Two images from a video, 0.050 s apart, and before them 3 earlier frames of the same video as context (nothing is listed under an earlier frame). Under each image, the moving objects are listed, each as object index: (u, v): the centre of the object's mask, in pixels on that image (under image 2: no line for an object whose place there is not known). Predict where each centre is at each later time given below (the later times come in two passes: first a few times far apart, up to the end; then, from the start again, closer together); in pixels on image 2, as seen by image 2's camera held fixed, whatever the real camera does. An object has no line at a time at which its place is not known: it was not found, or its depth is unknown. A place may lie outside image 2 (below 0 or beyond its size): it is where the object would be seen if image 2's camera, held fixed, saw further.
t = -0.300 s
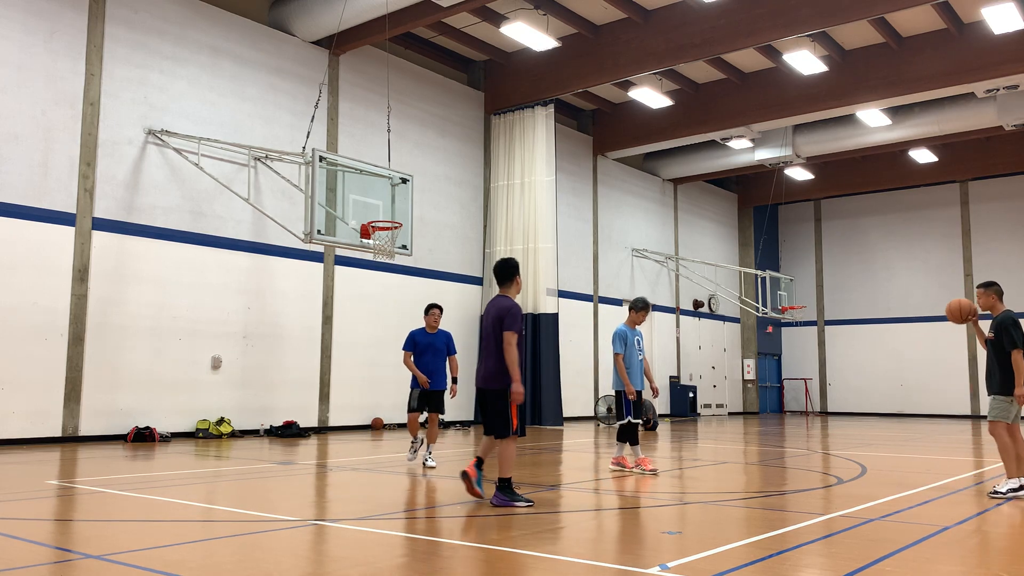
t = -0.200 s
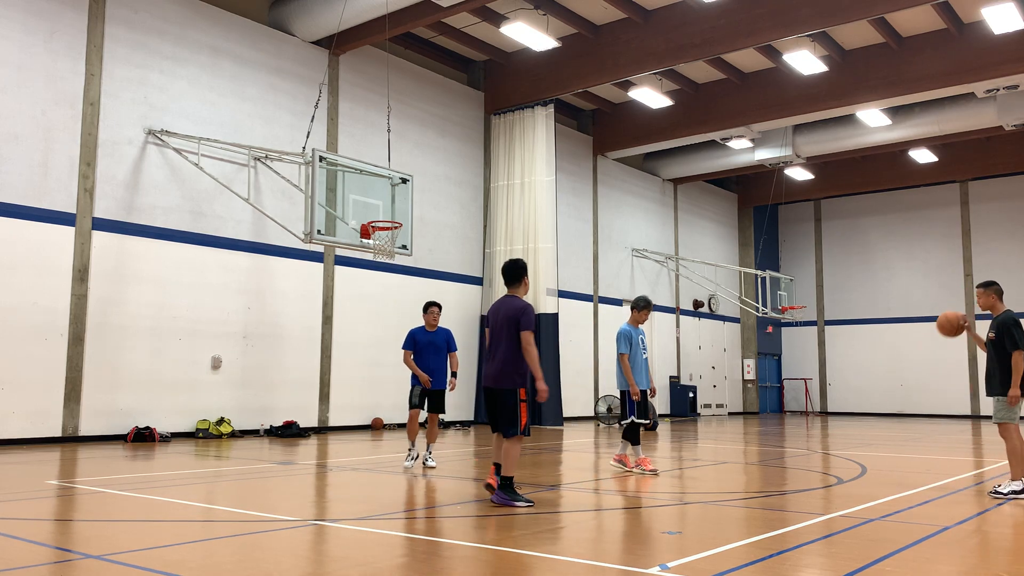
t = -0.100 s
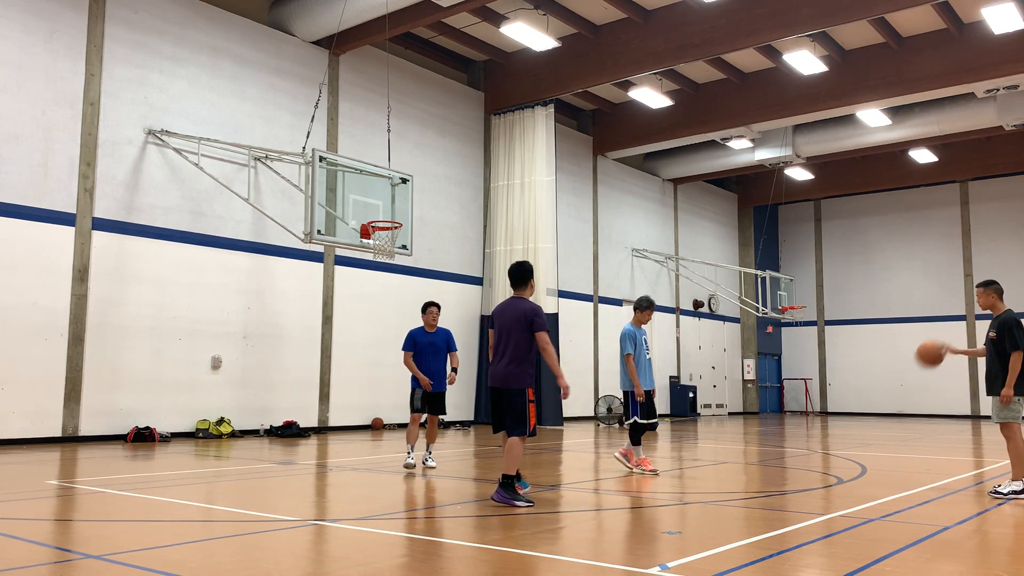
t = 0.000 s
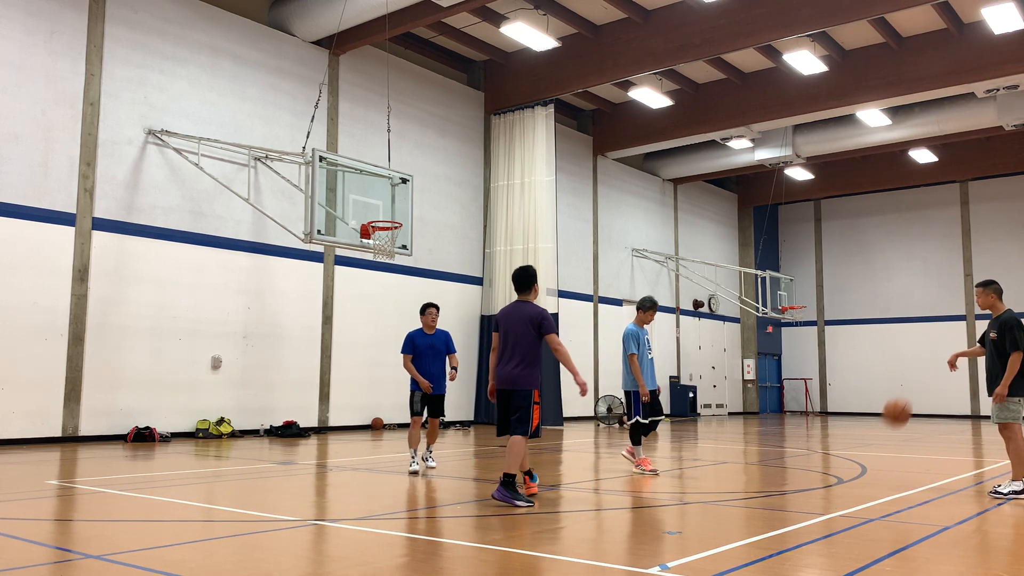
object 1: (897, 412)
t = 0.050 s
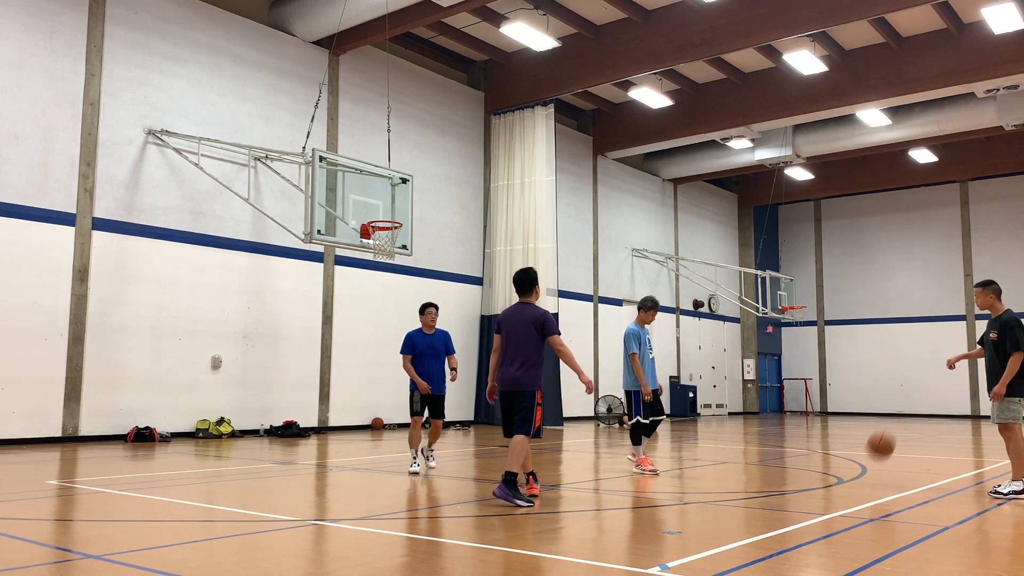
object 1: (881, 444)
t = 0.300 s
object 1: (832, 382)
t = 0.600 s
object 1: (786, 334)
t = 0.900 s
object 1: (746, 376)
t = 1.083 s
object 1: (724, 442)
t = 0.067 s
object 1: (876, 456)
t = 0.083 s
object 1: (871, 467)
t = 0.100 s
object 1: (866, 468)
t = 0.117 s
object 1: (864, 460)
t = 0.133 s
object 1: (860, 452)
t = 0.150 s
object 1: (857, 443)
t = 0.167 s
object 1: (855, 436)
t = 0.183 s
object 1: (851, 427)
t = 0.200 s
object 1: (849, 420)
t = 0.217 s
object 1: (846, 413)
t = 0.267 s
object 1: (837, 393)
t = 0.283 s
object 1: (835, 388)
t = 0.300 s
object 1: (832, 382)
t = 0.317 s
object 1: (829, 377)
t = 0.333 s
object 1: (826, 372)
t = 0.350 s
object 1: (824, 367)
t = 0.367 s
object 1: (821, 363)
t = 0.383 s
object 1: (818, 359)
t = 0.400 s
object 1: (816, 355)
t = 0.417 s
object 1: (813, 352)
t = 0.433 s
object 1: (810, 349)
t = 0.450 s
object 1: (808, 347)
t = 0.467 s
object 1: (805, 344)
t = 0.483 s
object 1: (803, 342)
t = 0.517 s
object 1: (798, 338)
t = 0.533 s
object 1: (795, 337)
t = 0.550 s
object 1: (793, 335)
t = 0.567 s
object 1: (791, 335)
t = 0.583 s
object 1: (788, 334)
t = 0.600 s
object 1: (786, 334)
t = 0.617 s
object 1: (784, 334)
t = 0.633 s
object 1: (781, 334)
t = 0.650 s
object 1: (779, 335)
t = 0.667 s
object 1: (776, 336)
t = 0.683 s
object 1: (774, 337)
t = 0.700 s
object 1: (772, 338)
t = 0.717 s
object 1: (770, 340)
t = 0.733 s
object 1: (768, 341)
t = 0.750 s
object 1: (766, 344)
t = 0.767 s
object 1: (763, 346)
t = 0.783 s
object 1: (761, 348)
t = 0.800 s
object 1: (759, 351)
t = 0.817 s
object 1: (756, 354)
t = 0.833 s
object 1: (754, 358)
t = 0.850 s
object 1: (752, 362)
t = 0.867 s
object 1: (750, 366)
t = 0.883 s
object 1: (748, 371)
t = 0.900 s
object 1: (746, 376)
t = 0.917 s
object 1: (743, 380)
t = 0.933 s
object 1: (741, 385)
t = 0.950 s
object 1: (739, 390)
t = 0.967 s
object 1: (737, 396)
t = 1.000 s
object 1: (734, 408)
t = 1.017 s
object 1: (731, 414)
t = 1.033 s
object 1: (730, 421)
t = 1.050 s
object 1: (727, 428)
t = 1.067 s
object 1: (726, 435)
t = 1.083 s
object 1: (724, 442)
